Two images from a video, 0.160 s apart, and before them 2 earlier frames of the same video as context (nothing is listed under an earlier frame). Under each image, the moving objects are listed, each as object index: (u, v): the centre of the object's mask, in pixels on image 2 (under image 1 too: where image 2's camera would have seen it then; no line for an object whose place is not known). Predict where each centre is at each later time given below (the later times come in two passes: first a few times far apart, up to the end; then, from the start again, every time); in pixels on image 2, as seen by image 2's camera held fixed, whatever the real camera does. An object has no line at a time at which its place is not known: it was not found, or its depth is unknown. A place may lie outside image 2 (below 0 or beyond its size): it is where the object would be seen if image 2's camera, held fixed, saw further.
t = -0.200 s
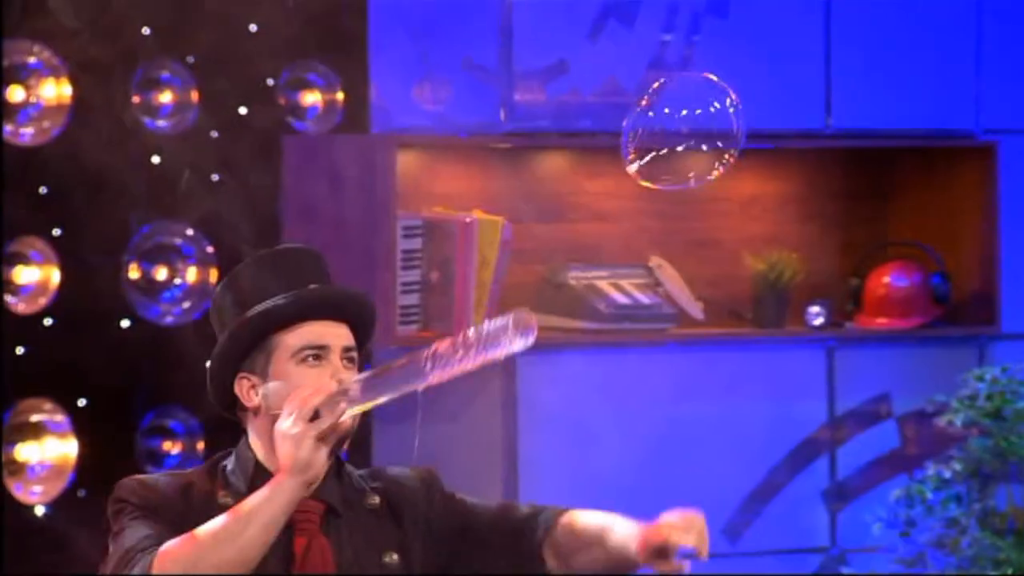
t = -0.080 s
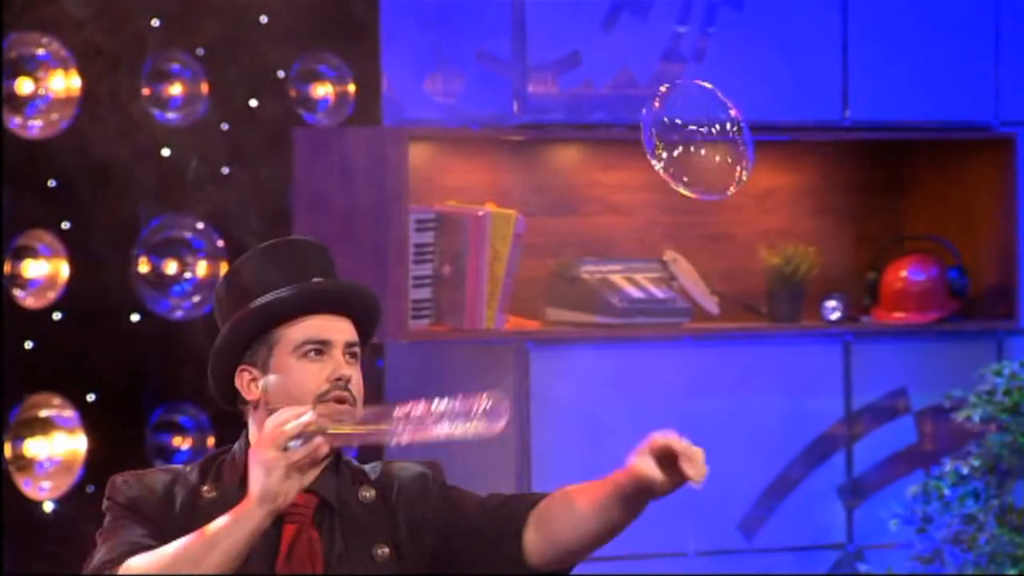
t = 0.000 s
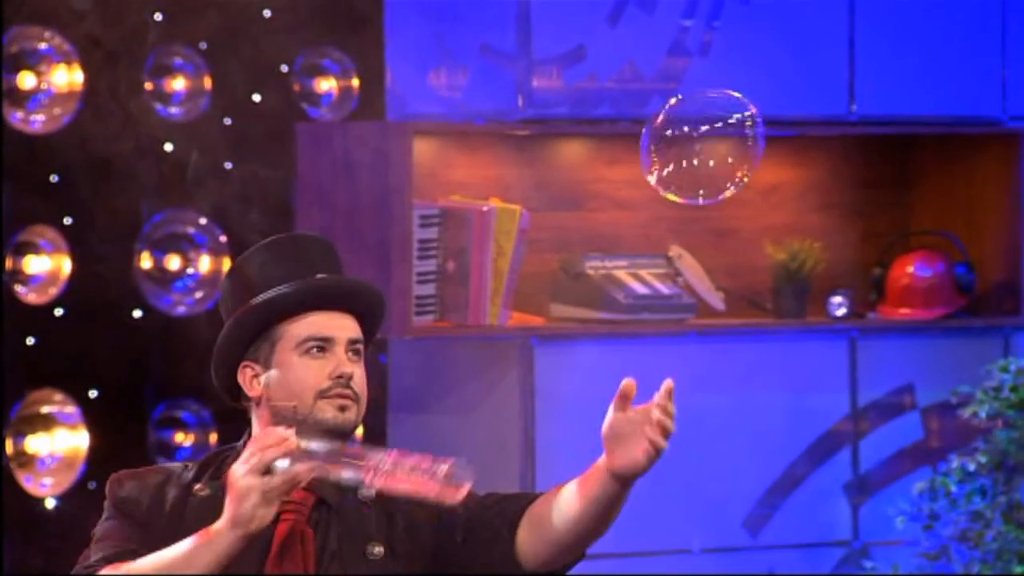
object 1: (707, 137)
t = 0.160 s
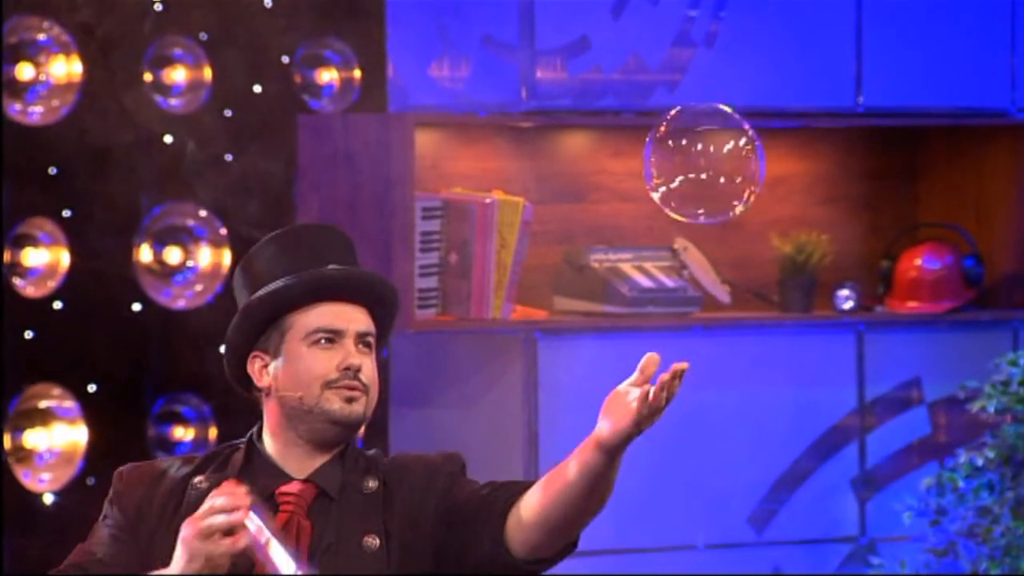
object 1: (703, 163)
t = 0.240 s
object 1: (702, 177)
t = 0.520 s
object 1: (694, 231)
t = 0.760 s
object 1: (691, 279)
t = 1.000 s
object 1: (685, 320)
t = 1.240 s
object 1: (676, 348)
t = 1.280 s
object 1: (676, 351)
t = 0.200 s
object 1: (702, 171)
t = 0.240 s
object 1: (702, 177)
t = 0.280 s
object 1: (701, 184)
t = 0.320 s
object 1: (700, 191)
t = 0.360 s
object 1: (699, 198)
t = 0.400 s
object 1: (698, 206)
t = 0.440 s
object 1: (697, 214)
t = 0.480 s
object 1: (695, 223)
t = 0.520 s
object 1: (694, 231)
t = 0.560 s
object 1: (693, 239)
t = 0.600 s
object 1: (694, 247)
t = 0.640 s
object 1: (694, 255)
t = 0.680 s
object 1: (693, 263)
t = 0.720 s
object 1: (691, 270)
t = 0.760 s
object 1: (691, 279)
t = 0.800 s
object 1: (690, 286)
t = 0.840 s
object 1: (688, 293)
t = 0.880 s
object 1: (685, 301)
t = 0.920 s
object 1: (684, 307)
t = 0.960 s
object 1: (686, 313)
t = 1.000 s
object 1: (685, 320)
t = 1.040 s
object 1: (681, 325)
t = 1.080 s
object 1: (680, 330)
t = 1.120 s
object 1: (680, 333)
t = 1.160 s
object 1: (679, 338)
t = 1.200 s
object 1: (677, 345)
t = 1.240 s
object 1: (676, 348)
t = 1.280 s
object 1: (676, 351)
